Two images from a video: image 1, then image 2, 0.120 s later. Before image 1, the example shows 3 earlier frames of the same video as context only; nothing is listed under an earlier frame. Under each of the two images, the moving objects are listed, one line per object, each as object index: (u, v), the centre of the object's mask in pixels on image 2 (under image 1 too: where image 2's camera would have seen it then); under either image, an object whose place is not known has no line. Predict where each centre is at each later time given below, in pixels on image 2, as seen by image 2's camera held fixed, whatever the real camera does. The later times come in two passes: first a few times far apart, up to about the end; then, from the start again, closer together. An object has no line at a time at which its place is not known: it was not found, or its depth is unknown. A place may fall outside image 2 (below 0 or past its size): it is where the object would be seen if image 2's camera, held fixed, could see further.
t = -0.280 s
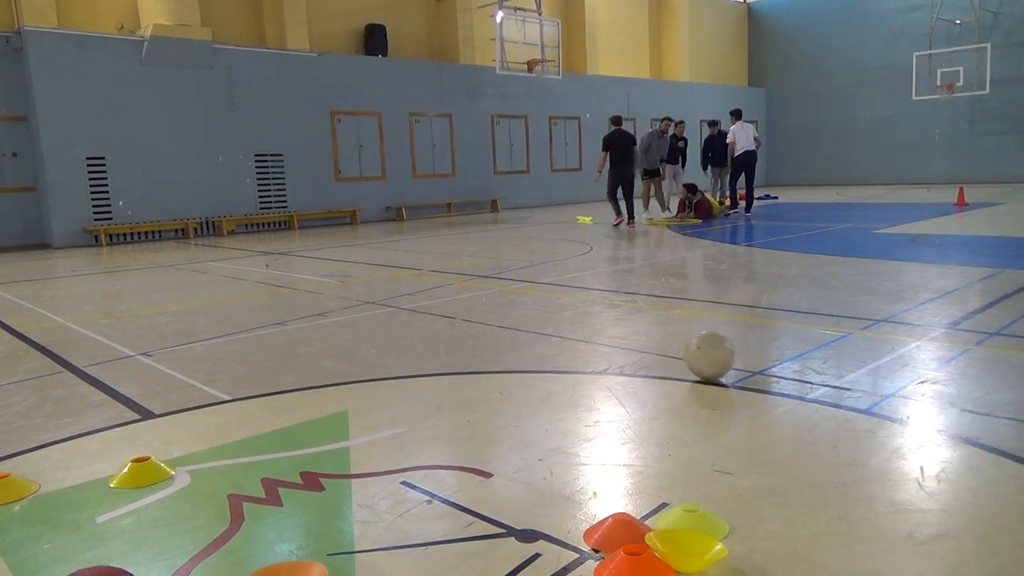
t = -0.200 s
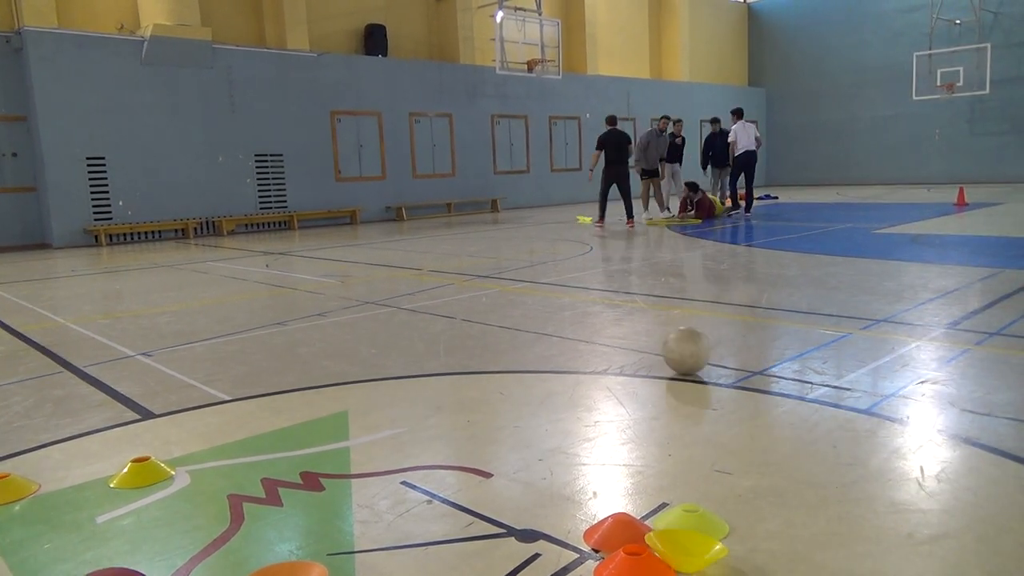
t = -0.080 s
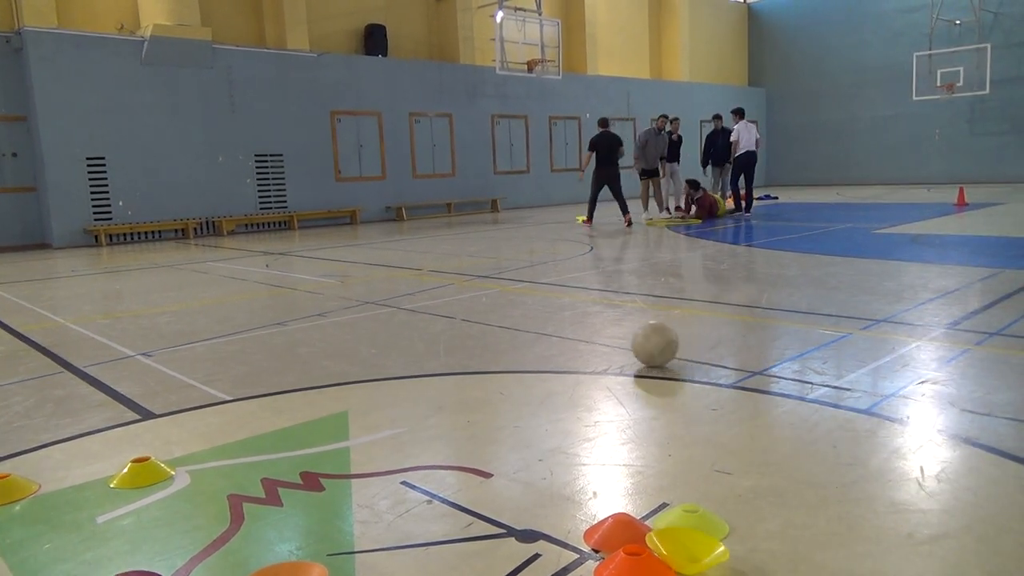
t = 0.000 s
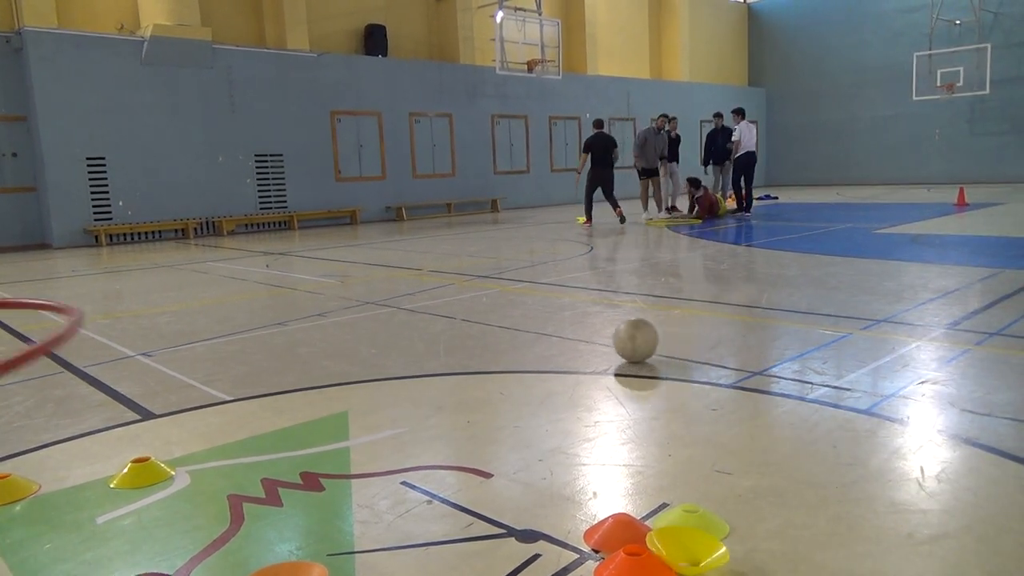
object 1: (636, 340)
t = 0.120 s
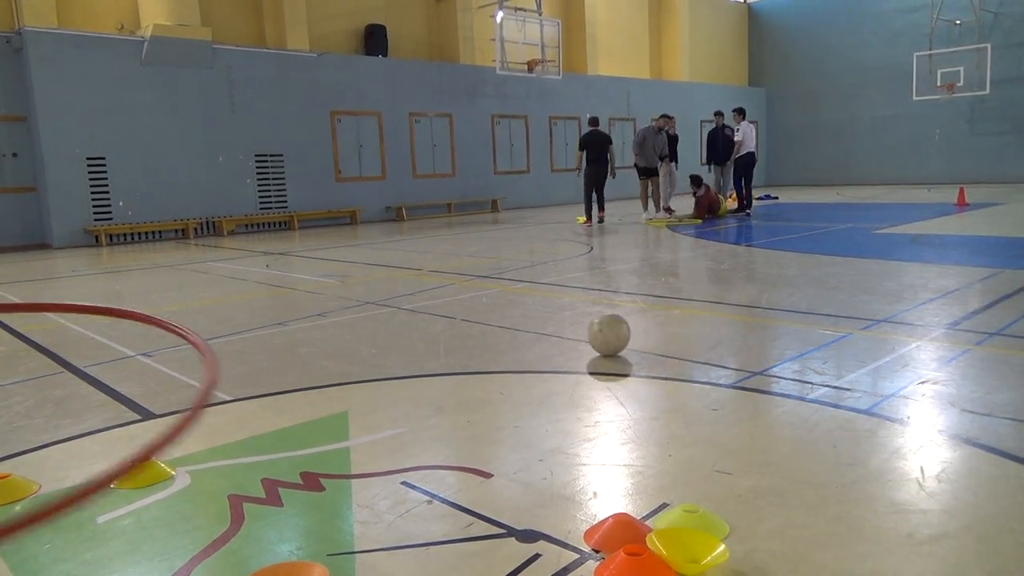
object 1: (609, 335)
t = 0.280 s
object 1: (577, 328)
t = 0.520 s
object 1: (535, 319)
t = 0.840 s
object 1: (487, 310)
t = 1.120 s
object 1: (450, 303)
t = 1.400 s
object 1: (418, 297)
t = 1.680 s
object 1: (390, 293)
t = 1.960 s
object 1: (363, 289)
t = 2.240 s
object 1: (340, 286)
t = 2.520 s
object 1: (317, 283)
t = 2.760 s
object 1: (300, 280)
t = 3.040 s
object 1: (280, 278)
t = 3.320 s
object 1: (262, 277)
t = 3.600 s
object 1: (244, 275)
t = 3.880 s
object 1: (230, 273)
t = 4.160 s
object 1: (215, 271)
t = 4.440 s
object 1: (201, 270)
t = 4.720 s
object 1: (189, 269)
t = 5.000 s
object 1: (177, 268)
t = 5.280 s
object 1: (167, 267)
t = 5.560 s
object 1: (156, 266)
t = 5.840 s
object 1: (147, 266)
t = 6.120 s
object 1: (138, 265)
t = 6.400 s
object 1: (129, 264)
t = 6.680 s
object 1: (122, 264)
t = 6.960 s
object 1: (113, 264)
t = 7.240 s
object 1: (107, 263)
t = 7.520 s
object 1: (101, 263)
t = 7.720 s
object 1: (96, 262)
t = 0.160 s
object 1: (601, 332)
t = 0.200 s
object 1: (592, 331)
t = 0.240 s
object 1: (584, 329)
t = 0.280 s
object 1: (577, 328)
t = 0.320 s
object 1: (569, 326)
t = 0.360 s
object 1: (562, 325)
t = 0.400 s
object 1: (555, 324)
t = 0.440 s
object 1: (548, 322)
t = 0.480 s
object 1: (541, 321)
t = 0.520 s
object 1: (535, 319)
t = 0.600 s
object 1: (522, 317)
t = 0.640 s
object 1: (515, 316)
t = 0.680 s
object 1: (509, 315)
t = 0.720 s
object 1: (503, 313)
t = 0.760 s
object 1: (497, 312)
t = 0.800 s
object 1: (491, 312)
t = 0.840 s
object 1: (487, 310)
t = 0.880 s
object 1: (480, 310)
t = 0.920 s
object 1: (476, 308)
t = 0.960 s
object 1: (471, 307)
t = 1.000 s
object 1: (465, 306)
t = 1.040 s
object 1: (461, 305)
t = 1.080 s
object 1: (455, 304)
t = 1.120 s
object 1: (450, 303)
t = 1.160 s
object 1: (445, 302)
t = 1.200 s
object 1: (440, 302)
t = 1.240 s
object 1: (435, 301)
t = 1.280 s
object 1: (431, 299)
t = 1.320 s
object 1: (427, 299)
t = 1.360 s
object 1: (422, 298)
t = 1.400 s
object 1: (418, 297)
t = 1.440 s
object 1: (414, 297)
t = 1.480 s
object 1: (410, 296)
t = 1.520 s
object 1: (406, 296)
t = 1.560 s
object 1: (402, 295)
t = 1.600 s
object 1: (397, 294)
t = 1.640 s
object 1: (394, 294)
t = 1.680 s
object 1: (390, 293)
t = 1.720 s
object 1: (385, 292)
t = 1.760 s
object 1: (381, 292)
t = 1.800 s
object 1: (378, 291)
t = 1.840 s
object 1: (374, 290)
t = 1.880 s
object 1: (370, 289)
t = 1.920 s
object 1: (367, 289)
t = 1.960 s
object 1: (363, 289)
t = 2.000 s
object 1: (360, 288)
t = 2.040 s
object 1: (357, 288)
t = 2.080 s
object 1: (354, 287)
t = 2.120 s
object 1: (350, 286)
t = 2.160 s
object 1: (346, 287)
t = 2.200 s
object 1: (343, 286)
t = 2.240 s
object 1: (340, 286)
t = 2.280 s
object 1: (335, 286)
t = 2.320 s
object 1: (332, 285)
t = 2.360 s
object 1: (330, 284)
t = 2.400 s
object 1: (326, 284)
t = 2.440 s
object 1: (323, 283)
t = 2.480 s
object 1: (320, 283)
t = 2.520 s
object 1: (317, 283)
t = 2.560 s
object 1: (315, 282)
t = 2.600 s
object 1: (312, 282)
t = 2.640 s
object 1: (308, 282)
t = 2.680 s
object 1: (305, 281)
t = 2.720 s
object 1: (303, 281)
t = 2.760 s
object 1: (300, 280)
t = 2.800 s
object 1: (297, 280)
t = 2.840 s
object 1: (294, 280)
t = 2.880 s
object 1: (290, 279)
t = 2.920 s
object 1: (287, 279)
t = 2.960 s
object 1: (285, 279)
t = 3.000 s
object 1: (282, 278)
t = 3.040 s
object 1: (280, 278)
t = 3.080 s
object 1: (277, 278)
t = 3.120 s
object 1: (275, 277)
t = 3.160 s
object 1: (272, 277)
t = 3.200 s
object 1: (269, 277)
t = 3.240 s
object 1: (266, 277)
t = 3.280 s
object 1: (264, 277)
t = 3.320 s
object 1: (262, 277)
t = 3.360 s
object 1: (259, 276)
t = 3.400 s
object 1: (257, 275)
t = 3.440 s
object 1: (255, 276)
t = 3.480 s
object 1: (251, 276)
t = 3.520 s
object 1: (249, 275)
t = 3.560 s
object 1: (247, 275)
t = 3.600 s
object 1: (244, 275)
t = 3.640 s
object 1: (242, 274)
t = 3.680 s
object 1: (239, 274)
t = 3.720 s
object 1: (238, 273)
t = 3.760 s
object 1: (235, 273)
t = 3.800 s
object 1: (233, 273)
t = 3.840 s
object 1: (231, 273)
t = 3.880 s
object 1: (230, 273)
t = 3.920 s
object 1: (227, 272)
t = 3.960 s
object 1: (223, 272)
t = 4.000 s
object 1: (222, 272)
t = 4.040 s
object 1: (220, 272)
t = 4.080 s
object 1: (219, 272)
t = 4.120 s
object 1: (217, 271)
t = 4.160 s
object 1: (215, 271)
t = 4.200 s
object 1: (213, 271)
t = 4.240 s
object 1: (212, 271)
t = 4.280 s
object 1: (209, 271)
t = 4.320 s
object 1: (207, 270)
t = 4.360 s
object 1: (204, 270)
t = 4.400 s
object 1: (203, 270)
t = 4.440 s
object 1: (201, 270)
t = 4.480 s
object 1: (199, 270)
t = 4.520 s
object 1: (197, 270)
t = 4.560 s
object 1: (195, 270)
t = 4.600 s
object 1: (193, 269)
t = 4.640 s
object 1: (192, 269)
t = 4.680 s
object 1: (190, 269)
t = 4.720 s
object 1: (189, 269)
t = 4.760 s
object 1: (187, 269)
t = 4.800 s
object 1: (185, 269)
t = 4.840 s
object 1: (183, 269)
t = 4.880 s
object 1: (182, 269)
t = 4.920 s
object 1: (180, 268)
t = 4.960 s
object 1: (178, 268)
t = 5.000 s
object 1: (177, 268)
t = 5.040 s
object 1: (176, 268)
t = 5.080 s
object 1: (174, 268)
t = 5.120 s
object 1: (172, 268)
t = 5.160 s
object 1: (171, 267)
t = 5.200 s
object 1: (169, 267)
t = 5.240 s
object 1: (168, 267)
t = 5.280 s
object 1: (167, 267)
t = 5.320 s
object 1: (165, 267)
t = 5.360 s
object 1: (163, 267)
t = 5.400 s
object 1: (162, 267)
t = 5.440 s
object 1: (160, 267)
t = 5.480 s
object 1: (159, 266)
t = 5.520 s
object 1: (157, 266)
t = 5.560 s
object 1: (156, 266)
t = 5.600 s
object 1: (154, 266)
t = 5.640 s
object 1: (153, 266)
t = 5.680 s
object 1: (152, 266)
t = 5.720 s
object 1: (150, 266)
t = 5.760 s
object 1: (149, 266)
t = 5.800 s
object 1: (148, 266)
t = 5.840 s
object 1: (147, 266)
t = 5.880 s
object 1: (145, 266)
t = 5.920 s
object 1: (144, 266)
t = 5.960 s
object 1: (143, 266)
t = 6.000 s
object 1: (142, 266)
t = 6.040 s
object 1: (140, 265)
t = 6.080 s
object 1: (139, 266)
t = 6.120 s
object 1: (138, 265)
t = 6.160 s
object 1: (138, 265)
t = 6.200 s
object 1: (135, 265)
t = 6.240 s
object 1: (134, 265)
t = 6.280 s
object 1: (133, 265)
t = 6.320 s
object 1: (132, 265)
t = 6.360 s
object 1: (131, 265)
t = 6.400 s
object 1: (129, 264)
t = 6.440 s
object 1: (128, 264)
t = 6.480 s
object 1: (127, 264)
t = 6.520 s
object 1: (126, 264)
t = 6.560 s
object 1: (125, 264)
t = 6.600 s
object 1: (123, 264)
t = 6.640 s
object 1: (123, 264)
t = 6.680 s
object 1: (122, 264)
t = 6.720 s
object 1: (120, 264)
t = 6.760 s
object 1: (119, 264)
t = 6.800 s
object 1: (118, 264)
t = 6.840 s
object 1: (117, 264)
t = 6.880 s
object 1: (116, 264)
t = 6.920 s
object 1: (115, 264)
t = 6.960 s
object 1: (113, 264)
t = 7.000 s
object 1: (113, 264)
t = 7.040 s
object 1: (112, 264)
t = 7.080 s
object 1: (111, 263)
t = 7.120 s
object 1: (110, 263)
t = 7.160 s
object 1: (109, 263)
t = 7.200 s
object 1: (108, 263)
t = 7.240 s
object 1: (107, 263)
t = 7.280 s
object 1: (107, 263)
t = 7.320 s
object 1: (106, 263)
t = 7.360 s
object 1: (104, 263)
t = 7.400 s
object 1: (104, 263)
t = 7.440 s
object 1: (103, 263)
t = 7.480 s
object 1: (102, 262)
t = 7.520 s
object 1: (101, 263)
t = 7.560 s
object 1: (100, 262)
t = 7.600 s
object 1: (99, 263)
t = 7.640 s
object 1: (98, 262)
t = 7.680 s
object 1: (97, 262)
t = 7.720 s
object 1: (96, 262)
